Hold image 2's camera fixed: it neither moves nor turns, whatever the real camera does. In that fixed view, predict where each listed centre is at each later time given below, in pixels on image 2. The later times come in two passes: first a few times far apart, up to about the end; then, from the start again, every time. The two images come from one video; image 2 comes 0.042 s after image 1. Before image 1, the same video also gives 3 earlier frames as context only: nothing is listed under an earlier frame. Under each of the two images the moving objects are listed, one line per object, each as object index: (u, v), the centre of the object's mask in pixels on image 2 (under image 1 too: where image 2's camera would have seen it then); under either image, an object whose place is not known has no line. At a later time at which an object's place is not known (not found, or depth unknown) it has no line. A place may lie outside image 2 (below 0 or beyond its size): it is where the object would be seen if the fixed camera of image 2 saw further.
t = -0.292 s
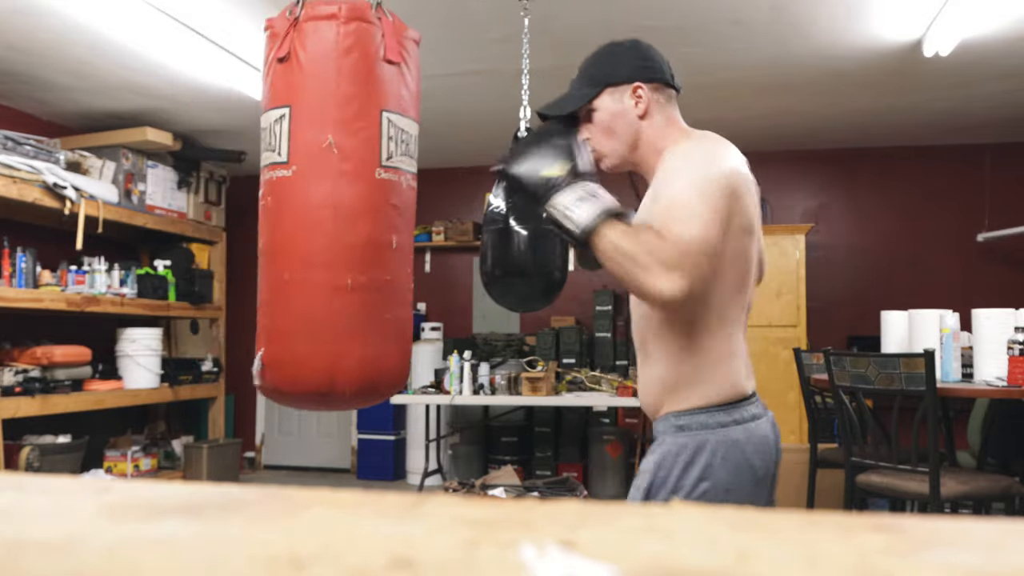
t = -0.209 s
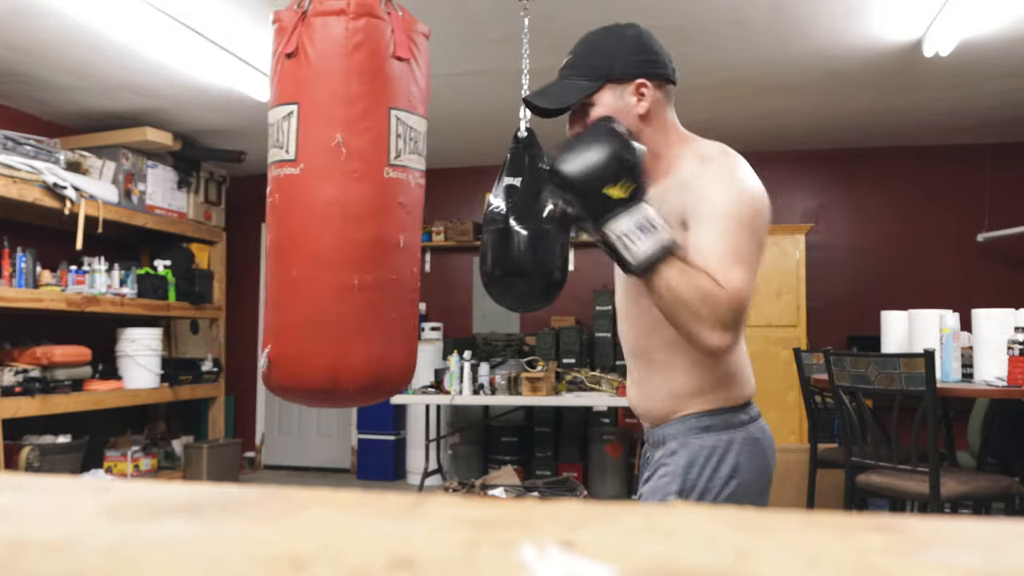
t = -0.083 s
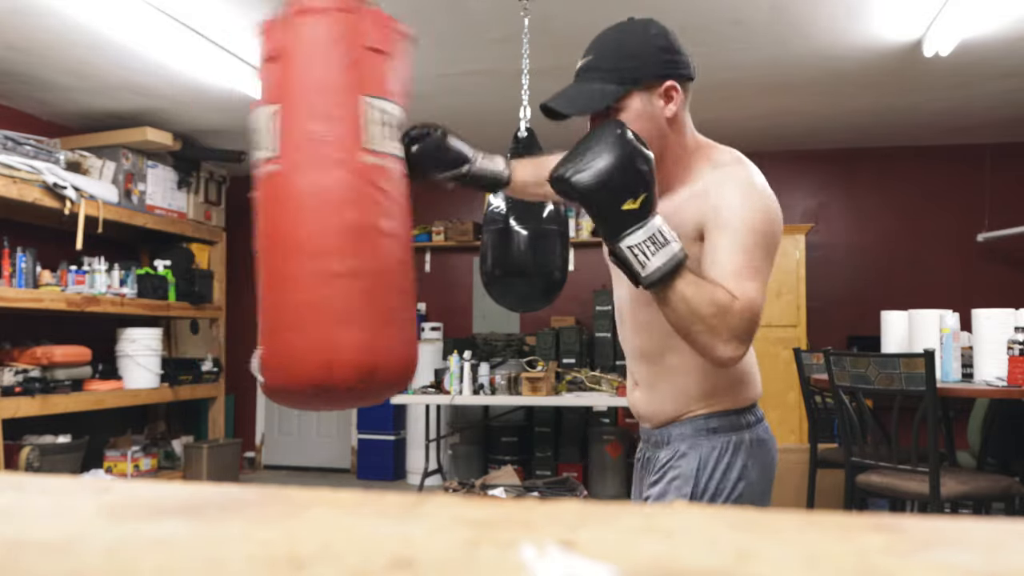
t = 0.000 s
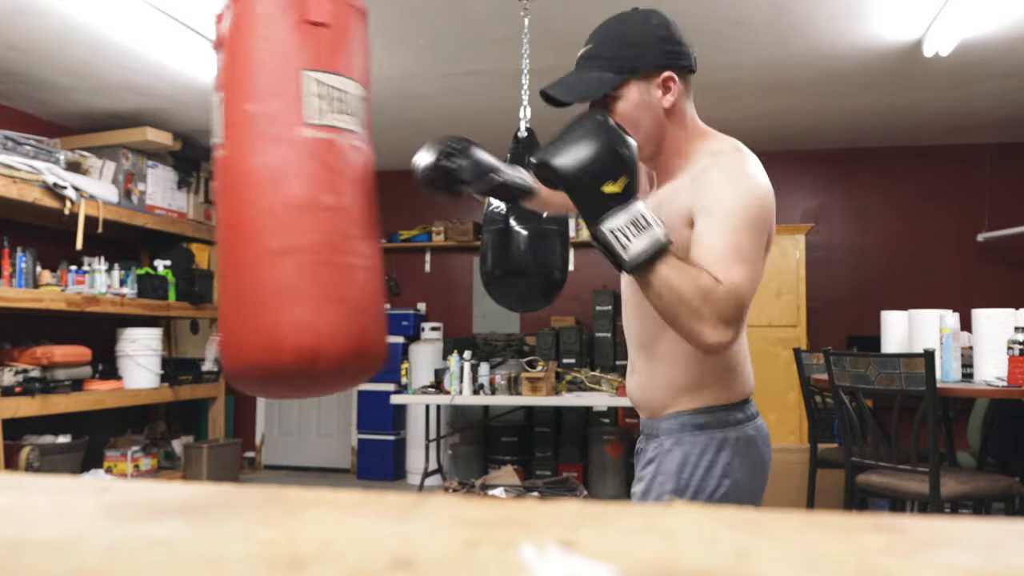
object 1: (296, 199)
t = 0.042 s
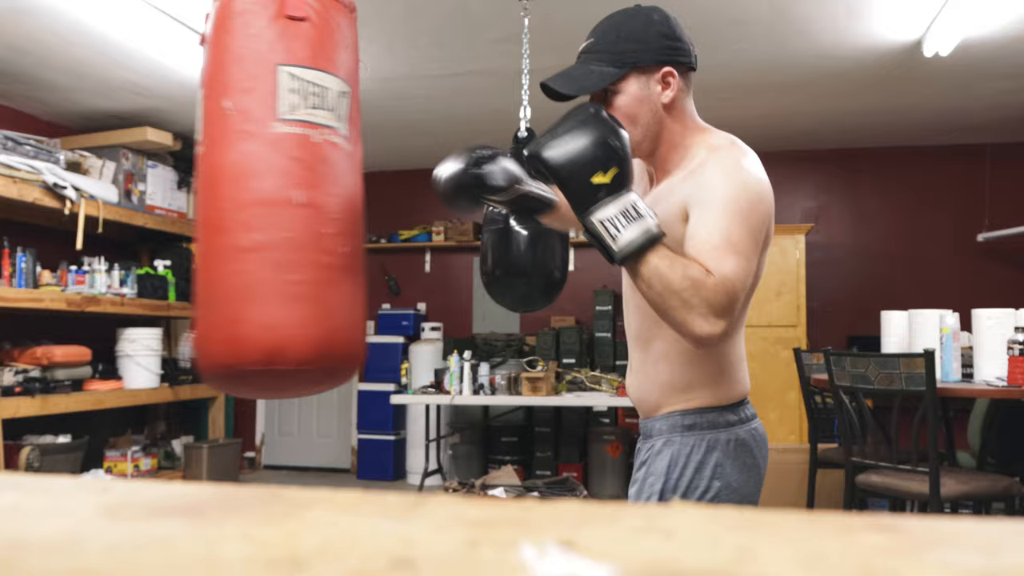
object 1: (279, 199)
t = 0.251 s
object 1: (218, 185)
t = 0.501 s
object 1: (188, 190)
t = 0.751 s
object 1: (249, 194)
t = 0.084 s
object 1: (263, 202)
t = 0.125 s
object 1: (249, 203)
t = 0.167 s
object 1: (238, 198)
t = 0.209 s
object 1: (228, 190)
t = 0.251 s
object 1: (218, 185)
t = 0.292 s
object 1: (208, 183)
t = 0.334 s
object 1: (199, 185)
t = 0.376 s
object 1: (191, 189)
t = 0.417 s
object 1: (186, 193)
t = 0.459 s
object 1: (185, 192)
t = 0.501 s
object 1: (188, 190)
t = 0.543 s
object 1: (194, 190)
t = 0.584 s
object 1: (201, 191)
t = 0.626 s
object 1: (211, 194)
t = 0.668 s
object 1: (222, 197)
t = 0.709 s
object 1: (235, 197)
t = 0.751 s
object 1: (249, 194)
